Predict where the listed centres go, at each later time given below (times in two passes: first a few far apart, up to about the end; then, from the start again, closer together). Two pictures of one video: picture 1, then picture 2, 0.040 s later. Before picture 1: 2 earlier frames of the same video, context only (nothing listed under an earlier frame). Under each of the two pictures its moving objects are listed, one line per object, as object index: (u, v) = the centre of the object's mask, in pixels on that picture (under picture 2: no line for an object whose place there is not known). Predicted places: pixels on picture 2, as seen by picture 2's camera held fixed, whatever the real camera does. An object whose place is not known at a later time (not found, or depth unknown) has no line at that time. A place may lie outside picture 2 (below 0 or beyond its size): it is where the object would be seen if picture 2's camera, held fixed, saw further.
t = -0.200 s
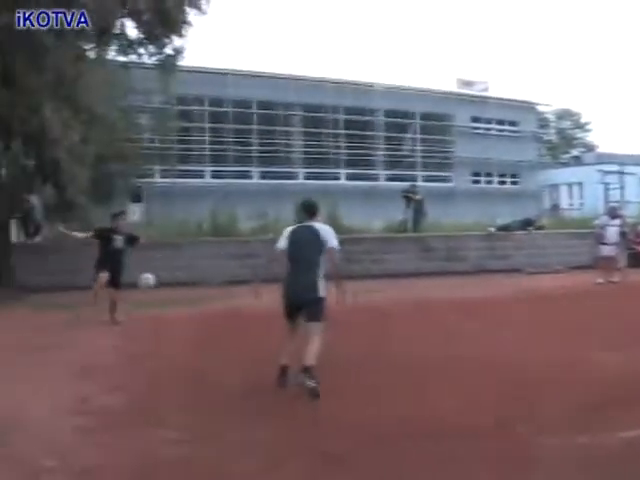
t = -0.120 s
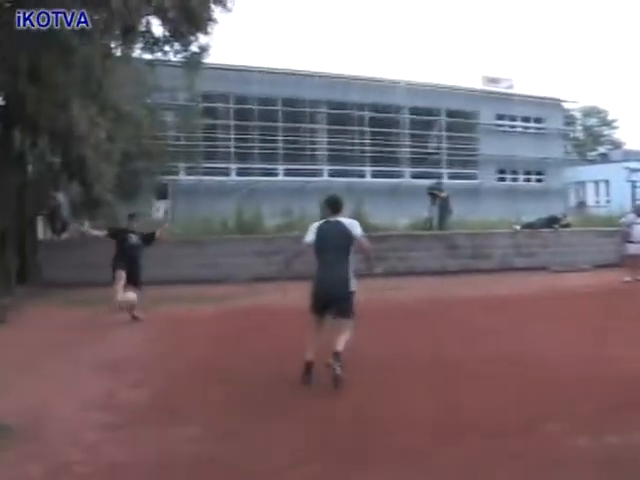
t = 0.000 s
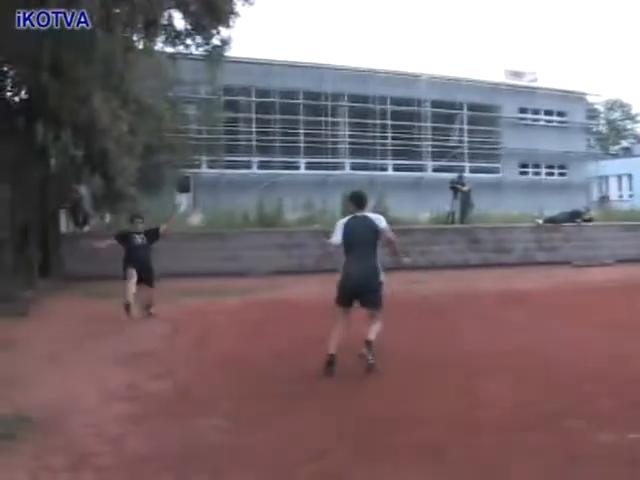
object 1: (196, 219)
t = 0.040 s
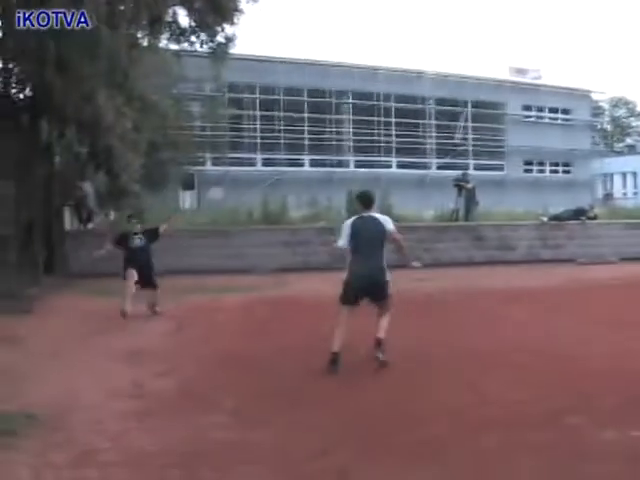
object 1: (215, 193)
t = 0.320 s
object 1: (318, 82)
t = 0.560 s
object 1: (392, 34)
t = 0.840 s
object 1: (470, 30)
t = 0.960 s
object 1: (499, 42)
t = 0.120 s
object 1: (245, 153)
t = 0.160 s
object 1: (262, 136)
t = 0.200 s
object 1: (276, 120)
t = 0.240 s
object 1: (290, 104)
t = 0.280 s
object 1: (304, 93)
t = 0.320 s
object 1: (318, 82)
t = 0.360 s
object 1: (332, 67)
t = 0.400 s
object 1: (343, 61)
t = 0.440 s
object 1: (356, 52)
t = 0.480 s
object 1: (368, 44)
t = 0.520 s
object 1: (380, 38)
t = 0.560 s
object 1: (392, 34)
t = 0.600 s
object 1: (404, 30)
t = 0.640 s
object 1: (415, 27)
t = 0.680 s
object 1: (426, 26)
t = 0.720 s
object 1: (438, 25)
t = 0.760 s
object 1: (448, 26)
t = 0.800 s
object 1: (459, 27)
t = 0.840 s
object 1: (470, 30)
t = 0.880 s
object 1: (480, 33)
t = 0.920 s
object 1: (490, 37)
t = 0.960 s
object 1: (499, 42)
